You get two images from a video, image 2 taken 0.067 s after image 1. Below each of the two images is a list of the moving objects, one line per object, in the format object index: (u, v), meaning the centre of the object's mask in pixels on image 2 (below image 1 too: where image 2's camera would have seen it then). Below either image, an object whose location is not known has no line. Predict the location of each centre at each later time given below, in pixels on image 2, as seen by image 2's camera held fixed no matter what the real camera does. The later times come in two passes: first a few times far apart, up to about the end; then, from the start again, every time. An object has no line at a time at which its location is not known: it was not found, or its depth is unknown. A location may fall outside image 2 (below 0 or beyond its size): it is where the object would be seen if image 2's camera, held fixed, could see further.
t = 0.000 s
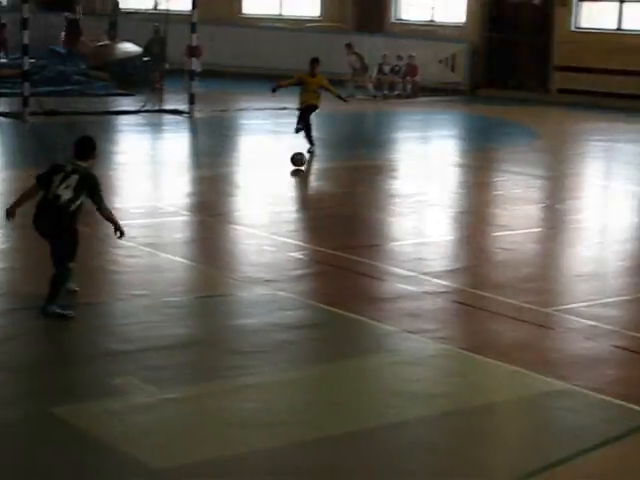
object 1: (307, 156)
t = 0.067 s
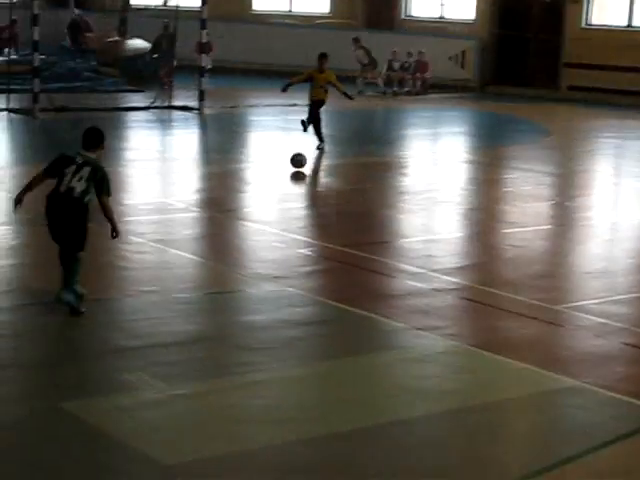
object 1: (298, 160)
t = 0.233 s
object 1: (275, 173)
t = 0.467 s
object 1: (241, 190)
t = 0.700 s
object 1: (206, 210)
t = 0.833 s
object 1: (182, 221)
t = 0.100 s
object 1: (293, 163)
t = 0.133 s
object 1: (288, 166)
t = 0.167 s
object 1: (284, 169)
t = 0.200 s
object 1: (280, 171)
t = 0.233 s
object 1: (275, 173)
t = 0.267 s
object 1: (270, 176)
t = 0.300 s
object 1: (265, 179)
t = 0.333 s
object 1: (261, 180)
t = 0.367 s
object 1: (256, 183)
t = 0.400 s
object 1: (251, 187)
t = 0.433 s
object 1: (246, 188)
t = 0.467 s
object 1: (241, 190)
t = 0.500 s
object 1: (236, 192)
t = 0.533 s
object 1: (232, 196)
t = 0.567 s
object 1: (227, 201)
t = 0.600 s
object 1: (221, 203)
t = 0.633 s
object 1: (215, 207)
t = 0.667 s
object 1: (210, 209)
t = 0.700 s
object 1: (206, 210)
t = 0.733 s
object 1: (200, 214)
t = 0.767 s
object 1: (194, 219)
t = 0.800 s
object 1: (189, 219)
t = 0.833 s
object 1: (182, 221)
